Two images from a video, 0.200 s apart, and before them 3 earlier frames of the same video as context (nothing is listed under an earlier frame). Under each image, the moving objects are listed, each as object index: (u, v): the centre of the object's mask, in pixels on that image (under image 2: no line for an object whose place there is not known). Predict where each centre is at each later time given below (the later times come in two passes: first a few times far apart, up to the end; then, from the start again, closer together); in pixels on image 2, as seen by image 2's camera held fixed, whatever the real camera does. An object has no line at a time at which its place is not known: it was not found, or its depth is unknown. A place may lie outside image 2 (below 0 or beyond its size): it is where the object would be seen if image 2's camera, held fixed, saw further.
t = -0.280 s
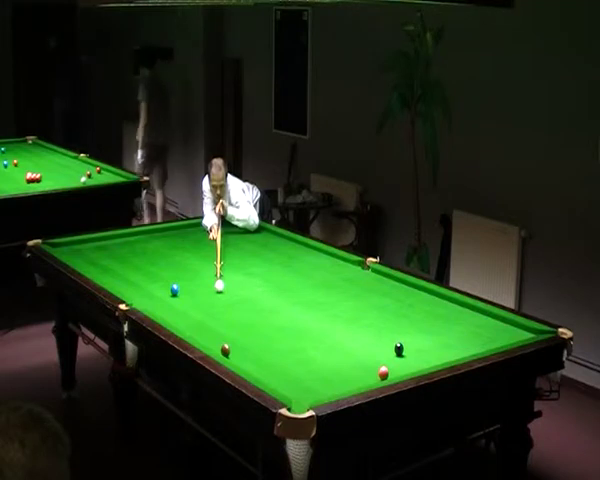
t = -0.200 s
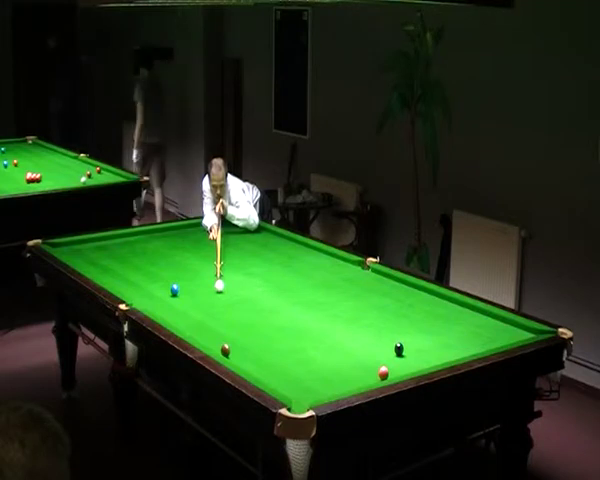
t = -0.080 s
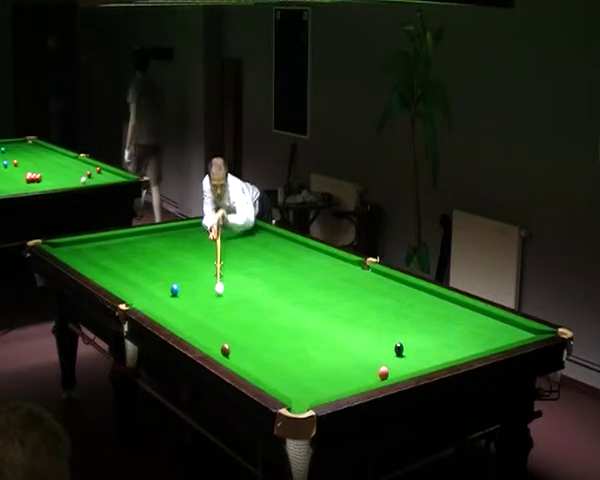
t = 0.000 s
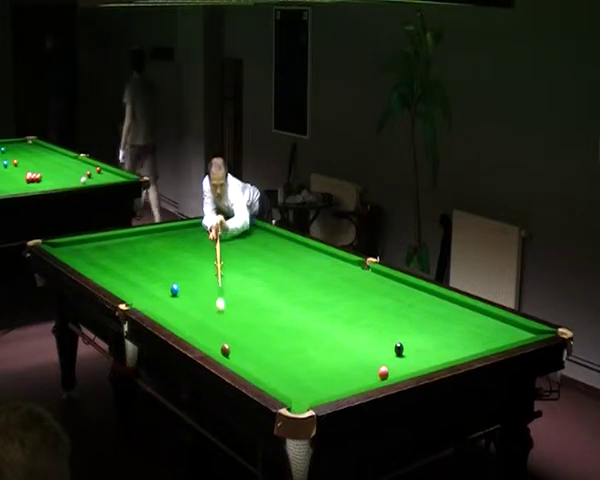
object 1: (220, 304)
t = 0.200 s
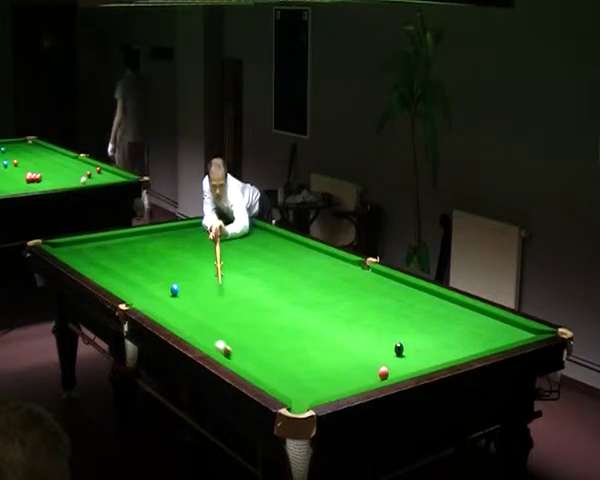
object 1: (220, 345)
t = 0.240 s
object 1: (214, 346)
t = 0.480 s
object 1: (245, 338)
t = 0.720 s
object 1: (272, 332)
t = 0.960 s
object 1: (298, 326)
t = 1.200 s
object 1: (321, 321)
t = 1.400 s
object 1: (339, 316)
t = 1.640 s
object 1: (360, 312)
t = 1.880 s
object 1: (379, 307)
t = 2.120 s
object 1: (397, 303)
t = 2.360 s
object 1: (413, 299)
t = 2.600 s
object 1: (429, 295)
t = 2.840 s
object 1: (432, 295)
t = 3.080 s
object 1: (422, 297)
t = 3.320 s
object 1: (412, 299)
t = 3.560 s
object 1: (403, 301)
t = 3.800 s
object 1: (395, 302)
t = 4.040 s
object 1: (386, 304)
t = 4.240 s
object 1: (380, 305)
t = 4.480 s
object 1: (374, 307)
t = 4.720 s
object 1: (368, 308)
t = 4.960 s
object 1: (363, 309)
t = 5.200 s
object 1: (358, 310)
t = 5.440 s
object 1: (354, 311)
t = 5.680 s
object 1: (351, 311)
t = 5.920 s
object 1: (349, 312)
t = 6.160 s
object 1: (347, 312)
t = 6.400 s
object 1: (347, 312)
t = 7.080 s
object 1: (344, 310)
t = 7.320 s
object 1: (346, 312)
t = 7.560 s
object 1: (347, 312)
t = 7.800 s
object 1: (346, 312)
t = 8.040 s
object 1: (346, 312)
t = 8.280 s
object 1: (346, 312)
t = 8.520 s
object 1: (346, 312)
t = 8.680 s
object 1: (347, 312)
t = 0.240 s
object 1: (214, 346)
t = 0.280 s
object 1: (220, 345)
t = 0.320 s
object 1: (225, 343)
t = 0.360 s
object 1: (231, 341)
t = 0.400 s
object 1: (236, 340)
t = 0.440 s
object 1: (241, 339)
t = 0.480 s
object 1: (245, 338)
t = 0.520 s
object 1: (250, 337)
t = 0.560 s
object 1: (255, 336)
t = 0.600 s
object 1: (259, 335)
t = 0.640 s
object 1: (264, 334)
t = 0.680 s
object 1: (268, 333)
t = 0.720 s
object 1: (272, 332)
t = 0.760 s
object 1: (277, 331)
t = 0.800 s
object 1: (281, 330)
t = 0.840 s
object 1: (285, 329)
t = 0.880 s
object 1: (290, 328)
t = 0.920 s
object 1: (293, 327)
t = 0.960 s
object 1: (298, 326)
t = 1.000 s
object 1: (302, 326)
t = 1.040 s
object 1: (306, 325)
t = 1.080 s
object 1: (309, 324)
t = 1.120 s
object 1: (313, 323)
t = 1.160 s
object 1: (317, 322)
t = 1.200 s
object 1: (321, 321)
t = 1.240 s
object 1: (325, 320)
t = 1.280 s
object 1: (329, 319)
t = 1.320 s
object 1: (332, 318)
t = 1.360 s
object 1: (336, 317)
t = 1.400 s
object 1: (339, 316)
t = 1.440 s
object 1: (343, 316)
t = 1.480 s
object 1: (347, 315)
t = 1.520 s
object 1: (350, 314)
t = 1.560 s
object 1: (354, 313)
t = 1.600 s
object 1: (357, 313)
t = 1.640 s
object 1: (360, 312)
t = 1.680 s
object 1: (363, 311)
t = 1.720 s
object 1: (366, 310)
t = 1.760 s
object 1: (370, 309)
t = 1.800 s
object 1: (373, 309)
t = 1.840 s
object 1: (376, 308)
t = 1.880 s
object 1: (379, 307)
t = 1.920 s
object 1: (382, 307)
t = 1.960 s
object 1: (385, 306)
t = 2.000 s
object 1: (388, 305)
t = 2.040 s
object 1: (391, 305)
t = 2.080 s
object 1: (394, 304)
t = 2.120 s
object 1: (397, 303)
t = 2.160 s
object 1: (400, 303)
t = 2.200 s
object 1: (403, 302)
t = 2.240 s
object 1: (405, 301)
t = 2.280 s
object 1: (408, 300)
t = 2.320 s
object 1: (411, 300)
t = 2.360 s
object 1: (413, 299)
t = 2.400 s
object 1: (416, 299)
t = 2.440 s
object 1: (419, 298)
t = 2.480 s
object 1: (421, 297)
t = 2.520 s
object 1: (424, 297)
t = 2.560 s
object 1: (426, 296)
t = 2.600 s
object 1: (429, 295)
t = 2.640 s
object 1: (431, 295)
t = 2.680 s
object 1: (434, 294)
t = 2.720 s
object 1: (436, 294)
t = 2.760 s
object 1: (436, 294)
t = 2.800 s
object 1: (434, 294)
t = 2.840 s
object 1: (432, 295)
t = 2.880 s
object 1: (430, 295)
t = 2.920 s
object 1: (428, 295)
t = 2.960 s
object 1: (427, 295)
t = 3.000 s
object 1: (425, 296)
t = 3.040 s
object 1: (423, 296)
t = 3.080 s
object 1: (422, 297)
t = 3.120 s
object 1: (420, 297)
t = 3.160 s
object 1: (419, 297)
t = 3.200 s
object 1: (417, 298)
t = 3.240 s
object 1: (415, 298)
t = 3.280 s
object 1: (414, 299)
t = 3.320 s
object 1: (412, 299)
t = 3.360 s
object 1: (410, 299)
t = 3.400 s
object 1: (409, 299)
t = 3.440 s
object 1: (407, 300)
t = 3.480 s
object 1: (406, 300)
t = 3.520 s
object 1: (405, 300)
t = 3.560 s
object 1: (403, 301)
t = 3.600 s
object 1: (401, 301)
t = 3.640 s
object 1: (400, 301)
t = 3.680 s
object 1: (399, 302)
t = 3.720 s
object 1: (397, 302)
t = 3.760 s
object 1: (396, 302)
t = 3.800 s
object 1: (395, 302)
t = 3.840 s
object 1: (393, 303)
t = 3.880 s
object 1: (392, 303)
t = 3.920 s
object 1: (390, 303)
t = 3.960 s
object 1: (389, 303)
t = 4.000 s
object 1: (388, 304)
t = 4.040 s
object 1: (386, 304)
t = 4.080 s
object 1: (385, 304)
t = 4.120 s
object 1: (384, 304)
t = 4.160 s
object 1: (383, 304)
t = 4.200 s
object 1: (382, 305)
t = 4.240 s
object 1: (380, 305)
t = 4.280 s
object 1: (379, 306)
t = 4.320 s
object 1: (378, 306)
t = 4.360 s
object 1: (377, 306)
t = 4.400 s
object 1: (376, 306)
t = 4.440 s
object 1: (375, 306)
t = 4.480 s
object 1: (374, 307)
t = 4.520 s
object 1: (373, 307)
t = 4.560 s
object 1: (372, 307)
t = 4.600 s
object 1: (371, 307)
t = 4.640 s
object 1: (370, 308)
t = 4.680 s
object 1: (369, 308)
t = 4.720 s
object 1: (368, 308)
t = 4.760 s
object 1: (367, 308)
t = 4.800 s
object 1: (366, 308)
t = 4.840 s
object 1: (365, 309)
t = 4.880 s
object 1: (364, 309)
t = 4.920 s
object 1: (363, 309)
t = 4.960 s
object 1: (363, 309)
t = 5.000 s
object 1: (362, 309)
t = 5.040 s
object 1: (361, 309)
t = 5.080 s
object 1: (360, 309)
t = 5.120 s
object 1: (359, 310)
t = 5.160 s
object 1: (359, 310)
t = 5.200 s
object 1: (358, 310)
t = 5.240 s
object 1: (358, 310)
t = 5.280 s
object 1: (357, 310)
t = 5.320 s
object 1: (356, 310)
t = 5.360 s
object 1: (356, 310)
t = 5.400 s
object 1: (355, 311)
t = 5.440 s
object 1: (354, 311)
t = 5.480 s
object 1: (354, 311)
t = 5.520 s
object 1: (353, 311)
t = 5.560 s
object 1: (353, 311)
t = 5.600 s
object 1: (352, 311)
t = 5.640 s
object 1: (351, 311)
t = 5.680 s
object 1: (351, 311)
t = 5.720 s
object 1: (351, 311)
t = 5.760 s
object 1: (350, 311)
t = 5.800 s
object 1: (350, 312)
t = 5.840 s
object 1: (350, 311)
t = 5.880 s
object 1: (349, 312)
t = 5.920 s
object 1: (349, 312)
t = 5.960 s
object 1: (349, 312)
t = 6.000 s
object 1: (348, 312)
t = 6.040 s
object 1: (348, 312)
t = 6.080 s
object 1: (348, 312)
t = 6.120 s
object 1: (347, 312)
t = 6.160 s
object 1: (347, 312)
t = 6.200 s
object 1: (347, 312)
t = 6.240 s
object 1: (347, 312)
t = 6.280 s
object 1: (347, 313)
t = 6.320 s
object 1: (347, 313)
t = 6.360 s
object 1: (346, 313)
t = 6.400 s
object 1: (347, 312)
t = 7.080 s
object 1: (344, 310)
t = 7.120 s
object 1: (345, 310)
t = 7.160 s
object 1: (344, 309)
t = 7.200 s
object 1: (344, 310)
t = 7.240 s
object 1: (344, 311)
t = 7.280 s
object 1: (345, 312)
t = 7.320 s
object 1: (346, 312)
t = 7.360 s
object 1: (346, 312)
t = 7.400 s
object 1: (347, 312)
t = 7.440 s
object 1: (347, 312)
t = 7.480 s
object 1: (347, 312)
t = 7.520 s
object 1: (346, 312)
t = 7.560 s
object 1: (347, 312)
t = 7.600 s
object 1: (347, 312)
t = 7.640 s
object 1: (347, 312)
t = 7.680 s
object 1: (347, 312)
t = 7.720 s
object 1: (346, 312)
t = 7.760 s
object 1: (346, 312)
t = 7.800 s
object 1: (346, 312)
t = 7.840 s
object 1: (346, 312)
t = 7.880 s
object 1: (346, 312)
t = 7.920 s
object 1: (346, 312)
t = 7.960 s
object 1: (346, 312)
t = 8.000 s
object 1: (346, 312)
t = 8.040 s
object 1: (346, 312)
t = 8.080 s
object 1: (346, 312)
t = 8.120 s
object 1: (347, 312)
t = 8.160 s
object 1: (347, 312)
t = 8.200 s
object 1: (346, 312)
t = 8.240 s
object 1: (347, 312)
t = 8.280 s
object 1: (346, 312)
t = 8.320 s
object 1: (346, 312)
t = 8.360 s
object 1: (346, 312)
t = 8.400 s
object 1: (347, 312)
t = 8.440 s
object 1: (346, 312)
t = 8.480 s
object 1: (346, 312)
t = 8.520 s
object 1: (346, 312)
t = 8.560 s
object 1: (346, 312)
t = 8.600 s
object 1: (346, 312)
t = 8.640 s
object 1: (346, 312)
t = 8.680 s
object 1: (347, 312)
